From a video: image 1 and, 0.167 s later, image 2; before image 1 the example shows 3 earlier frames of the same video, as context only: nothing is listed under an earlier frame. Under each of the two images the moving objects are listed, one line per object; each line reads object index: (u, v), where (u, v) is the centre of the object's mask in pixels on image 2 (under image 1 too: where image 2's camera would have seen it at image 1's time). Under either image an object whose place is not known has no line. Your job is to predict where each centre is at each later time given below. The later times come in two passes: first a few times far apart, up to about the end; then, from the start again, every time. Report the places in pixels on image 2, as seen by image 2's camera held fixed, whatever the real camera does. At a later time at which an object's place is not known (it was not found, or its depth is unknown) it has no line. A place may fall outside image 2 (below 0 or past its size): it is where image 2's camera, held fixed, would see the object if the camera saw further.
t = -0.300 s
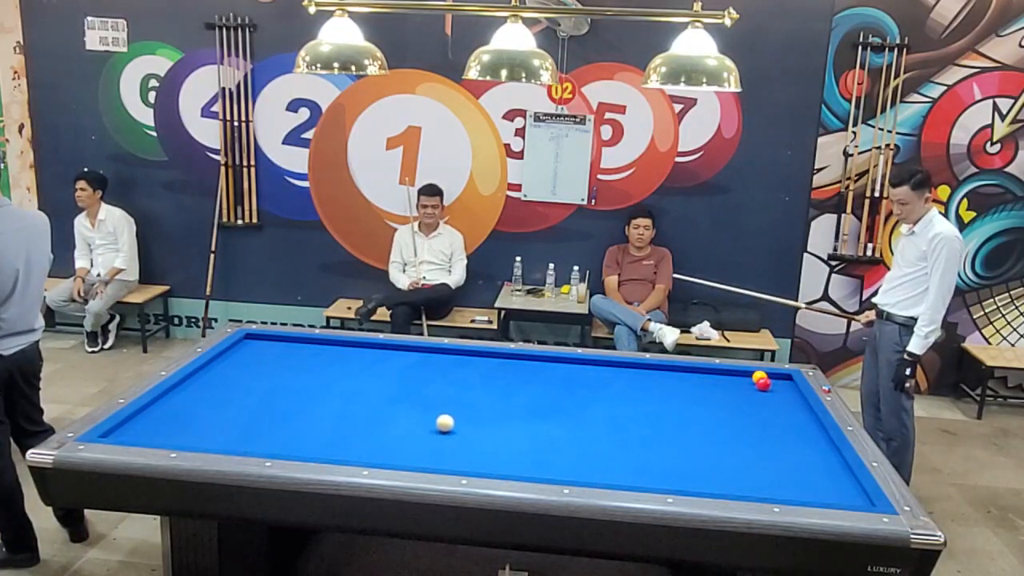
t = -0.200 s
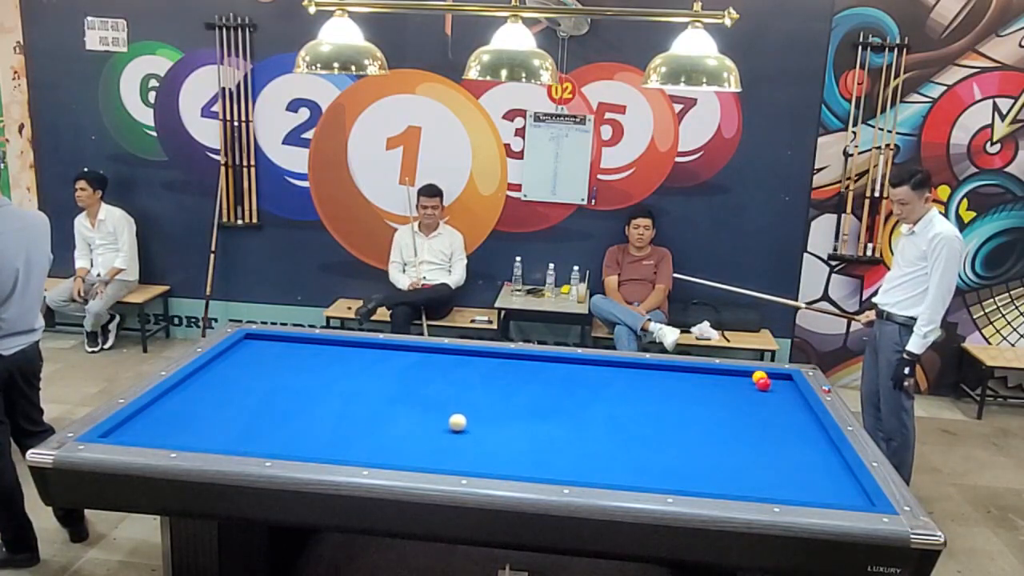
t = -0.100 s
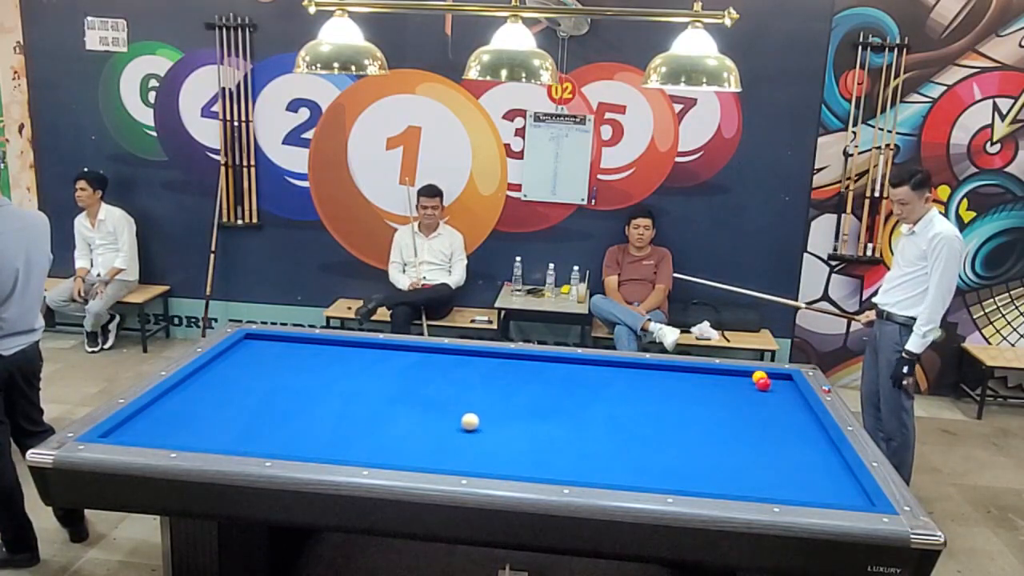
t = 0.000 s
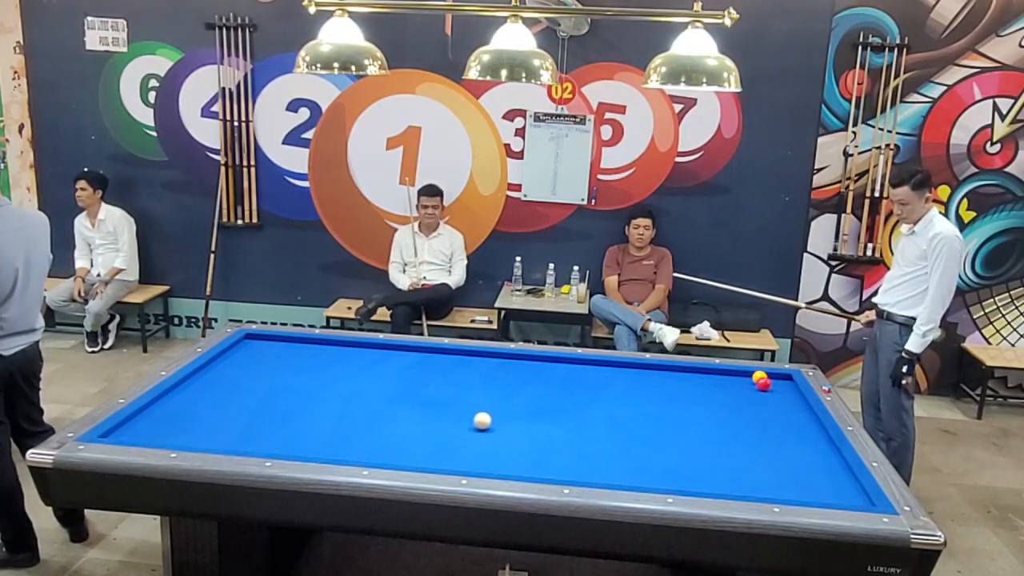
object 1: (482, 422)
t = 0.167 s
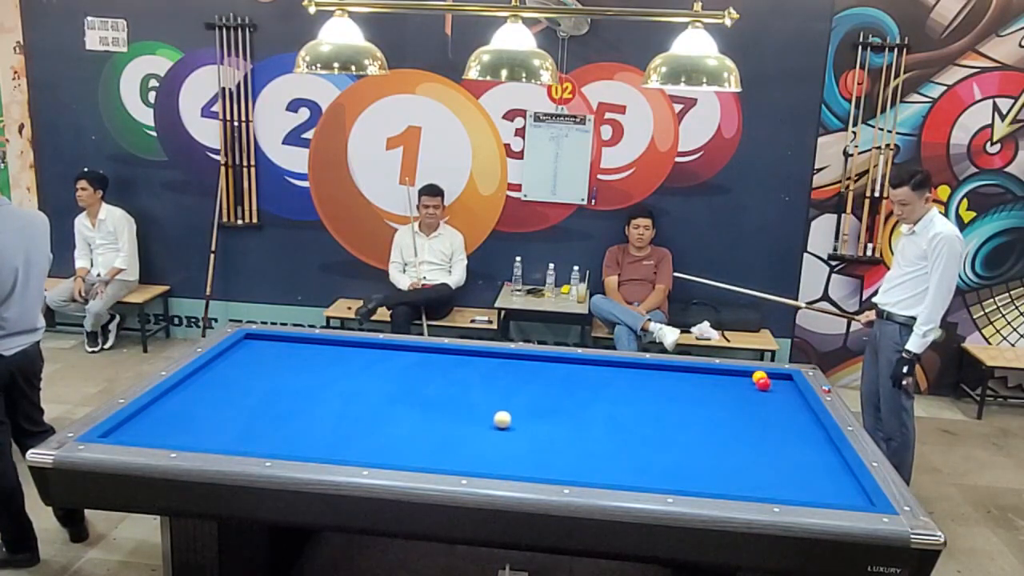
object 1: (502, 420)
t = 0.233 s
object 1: (510, 419)
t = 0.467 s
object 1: (536, 418)
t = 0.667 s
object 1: (558, 416)
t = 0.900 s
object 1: (582, 415)
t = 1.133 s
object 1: (605, 413)
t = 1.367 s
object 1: (628, 411)
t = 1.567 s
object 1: (645, 410)
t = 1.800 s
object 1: (666, 409)
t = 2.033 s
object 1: (685, 407)
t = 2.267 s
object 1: (703, 406)
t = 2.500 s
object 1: (720, 405)
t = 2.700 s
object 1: (734, 403)
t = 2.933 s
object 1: (750, 402)
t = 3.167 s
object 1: (764, 400)
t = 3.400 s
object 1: (778, 399)
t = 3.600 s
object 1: (789, 399)
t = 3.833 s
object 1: (795, 397)
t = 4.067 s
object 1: (787, 395)
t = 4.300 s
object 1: (778, 392)
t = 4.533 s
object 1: (771, 390)
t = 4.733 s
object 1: (766, 389)
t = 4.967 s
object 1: (761, 388)
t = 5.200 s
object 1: (757, 388)
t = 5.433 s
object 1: (753, 388)
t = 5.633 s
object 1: (751, 387)
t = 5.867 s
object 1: (749, 387)
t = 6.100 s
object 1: (747, 387)
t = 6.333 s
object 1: (746, 387)
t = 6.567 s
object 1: (746, 387)
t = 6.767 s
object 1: (746, 387)
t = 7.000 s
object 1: (746, 387)
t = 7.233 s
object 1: (746, 387)
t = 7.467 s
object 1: (746, 387)
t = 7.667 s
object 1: (746, 387)
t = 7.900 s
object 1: (746, 387)
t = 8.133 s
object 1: (746, 387)
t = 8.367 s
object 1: (746, 387)
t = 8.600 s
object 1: (746, 387)
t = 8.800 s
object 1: (746, 387)
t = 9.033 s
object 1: (746, 387)
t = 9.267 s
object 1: (746, 387)
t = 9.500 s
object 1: (746, 387)
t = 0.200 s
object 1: (506, 420)
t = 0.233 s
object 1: (510, 419)
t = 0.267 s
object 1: (514, 419)
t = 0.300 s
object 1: (517, 419)
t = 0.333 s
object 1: (521, 419)
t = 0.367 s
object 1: (525, 419)
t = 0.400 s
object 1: (529, 418)
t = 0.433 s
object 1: (532, 418)
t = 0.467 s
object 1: (536, 418)
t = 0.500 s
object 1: (540, 418)
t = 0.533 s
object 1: (543, 417)
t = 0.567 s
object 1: (547, 417)
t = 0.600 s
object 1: (551, 417)
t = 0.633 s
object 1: (554, 417)
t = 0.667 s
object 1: (558, 416)
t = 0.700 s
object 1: (562, 416)
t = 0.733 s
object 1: (565, 416)
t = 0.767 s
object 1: (568, 416)
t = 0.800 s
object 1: (572, 415)
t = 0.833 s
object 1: (575, 415)
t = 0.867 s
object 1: (579, 415)
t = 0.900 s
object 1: (582, 415)
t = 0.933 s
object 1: (586, 414)
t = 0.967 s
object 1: (589, 414)
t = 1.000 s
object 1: (592, 414)
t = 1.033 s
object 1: (596, 414)
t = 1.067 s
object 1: (599, 414)
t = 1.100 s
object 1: (602, 413)
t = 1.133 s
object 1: (605, 413)
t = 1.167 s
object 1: (609, 413)
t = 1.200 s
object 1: (612, 412)
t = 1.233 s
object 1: (615, 412)
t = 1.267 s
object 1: (618, 412)
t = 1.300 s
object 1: (621, 412)
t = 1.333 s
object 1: (624, 411)
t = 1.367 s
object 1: (628, 411)
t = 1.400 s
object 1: (631, 411)
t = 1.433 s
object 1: (634, 411)
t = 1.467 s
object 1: (637, 411)
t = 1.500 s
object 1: (640, 410)
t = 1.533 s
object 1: (643, 410)
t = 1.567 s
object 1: (645, 410)
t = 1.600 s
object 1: (649, 410)
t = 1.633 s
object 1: (652, 410)
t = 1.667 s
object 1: (655, 409)
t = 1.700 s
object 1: (657, 409)
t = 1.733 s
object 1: (660, 409)
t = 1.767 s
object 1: (663, 409)
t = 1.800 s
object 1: (666, 409)
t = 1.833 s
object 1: (669, 408)
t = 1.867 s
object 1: (671, 408)
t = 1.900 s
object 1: (674, 408)
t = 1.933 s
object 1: (677, 408)
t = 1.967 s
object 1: (680, 408)
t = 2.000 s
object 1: (682, 408)
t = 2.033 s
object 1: (685, 407)
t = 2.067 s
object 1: (688, 407)
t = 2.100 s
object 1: (690, 407)
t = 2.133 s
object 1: (693, 406)
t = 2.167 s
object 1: (695, 406)
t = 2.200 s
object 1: (698, 406)
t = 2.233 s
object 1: (701, 406)
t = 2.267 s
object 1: (703, 406)
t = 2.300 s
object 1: (706, 406)
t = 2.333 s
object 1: (708, 405)
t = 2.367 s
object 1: (711, 405)
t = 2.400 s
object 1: (713, 405)
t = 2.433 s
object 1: (715, 405)
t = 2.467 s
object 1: (718, 405)
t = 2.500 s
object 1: (720, 405)
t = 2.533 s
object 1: (723, 404)
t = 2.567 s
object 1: (725, 404)
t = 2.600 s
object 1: (727, 404)
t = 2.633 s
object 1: (730, 404)
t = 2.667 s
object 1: (732, 404)
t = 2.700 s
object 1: (734, 403)
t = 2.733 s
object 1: (736, 403)
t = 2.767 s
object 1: (739, 403)
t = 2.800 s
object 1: (741, 403)
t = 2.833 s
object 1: (743, 403)
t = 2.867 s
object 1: (745, 403)
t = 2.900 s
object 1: (747, 402)
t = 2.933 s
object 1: (750, 402)
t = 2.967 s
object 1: (752, 402)
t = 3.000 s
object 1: (754, 402)
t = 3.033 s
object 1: (756, 402)
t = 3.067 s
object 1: (758, 401)
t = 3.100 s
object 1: (760, 401)
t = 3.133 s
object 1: (762, 401)
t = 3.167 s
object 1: (764, 400)
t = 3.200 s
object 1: (766, 400)
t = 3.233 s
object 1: (768, 400)
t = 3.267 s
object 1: (770, 400)
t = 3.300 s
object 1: (772, 400)
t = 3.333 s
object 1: (774, 400)
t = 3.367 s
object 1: (776, 400)
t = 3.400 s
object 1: (778, 399)
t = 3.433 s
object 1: (780, 399)
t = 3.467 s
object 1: (782, 399)
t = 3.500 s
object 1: (784, 399)
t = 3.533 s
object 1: (786, 399)
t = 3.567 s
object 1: (788, 399)
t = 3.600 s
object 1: (789, 399)
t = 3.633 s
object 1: (791, 399)
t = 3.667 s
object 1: (793, 398)
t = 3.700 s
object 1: (795, 398)
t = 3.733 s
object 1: (796, 398)
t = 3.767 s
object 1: (798, 398)
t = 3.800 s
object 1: (797, 398)
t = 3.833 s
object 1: (795, 397)
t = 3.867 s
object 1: (794, 397)
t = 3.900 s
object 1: (793, 396)
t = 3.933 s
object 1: (792, 396)
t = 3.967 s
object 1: (790, 395)
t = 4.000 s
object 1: (789, 395)
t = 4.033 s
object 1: (788, 395)
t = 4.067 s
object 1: (787, 395)
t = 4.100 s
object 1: (785, 394)
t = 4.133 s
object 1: (784, 394)
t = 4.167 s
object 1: (783, 393)
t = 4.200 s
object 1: (782, 393)
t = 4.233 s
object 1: (780, 393)
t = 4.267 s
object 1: (779, 392)
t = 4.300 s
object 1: (778, 392)
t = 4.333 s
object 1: (777, 392)
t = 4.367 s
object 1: (776, 391)
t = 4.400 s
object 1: (775, 391)
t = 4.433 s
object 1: (774, 391)
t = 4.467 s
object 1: (773, 391)
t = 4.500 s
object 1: (772, 390)
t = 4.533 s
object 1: (771, 390)
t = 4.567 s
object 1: (770, 389)
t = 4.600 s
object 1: (769, 389)
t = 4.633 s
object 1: (768, 389)
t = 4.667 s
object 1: (767, 389)
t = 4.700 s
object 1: (766, 389)
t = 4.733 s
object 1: (766, 389)
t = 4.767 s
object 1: (765, 388)
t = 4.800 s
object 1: (764, 388)
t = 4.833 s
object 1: (764, 388)
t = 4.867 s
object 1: (763, 388)
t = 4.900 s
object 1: (762, 388)
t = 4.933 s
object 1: (762, 388)
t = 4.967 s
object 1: (761, 388)
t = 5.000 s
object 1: (760, 388)
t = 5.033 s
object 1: (760, 388)
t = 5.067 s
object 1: (760, 388)
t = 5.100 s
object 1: (759, 387)
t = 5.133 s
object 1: (758, 388)
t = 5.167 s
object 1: (758, 387)
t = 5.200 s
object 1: (757, 388)
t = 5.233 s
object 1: (757, 387)
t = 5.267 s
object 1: (756, 387)
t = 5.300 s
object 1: (755, 388)
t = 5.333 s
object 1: (755, 388)
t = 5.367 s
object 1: (754, 388)
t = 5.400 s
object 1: (754, 387)
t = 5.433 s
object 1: (753, 388)
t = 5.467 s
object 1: (753, 388)
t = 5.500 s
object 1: (752, 388)
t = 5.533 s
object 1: (752, 387)
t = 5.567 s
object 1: (751, 387)
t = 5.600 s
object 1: (751, 387)
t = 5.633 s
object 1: (751, 387)
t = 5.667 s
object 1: (750, 387)
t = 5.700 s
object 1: (750, 387)
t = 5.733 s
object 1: (750, 387)
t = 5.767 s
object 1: (749, 387)
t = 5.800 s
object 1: (749, 387)
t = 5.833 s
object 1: (749, 387)
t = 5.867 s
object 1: (749, 387)
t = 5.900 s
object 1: (748, 387)
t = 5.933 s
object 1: (748, 387)
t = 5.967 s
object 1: (748, 387)
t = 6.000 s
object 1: (748, 387)
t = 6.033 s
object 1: (747, 387)
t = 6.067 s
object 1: (747, 387)
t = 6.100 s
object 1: (747, 387)
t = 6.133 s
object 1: (747, 387)
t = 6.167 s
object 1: (747, 387)
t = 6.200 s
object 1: (746, 387)
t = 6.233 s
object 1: (746, 387)
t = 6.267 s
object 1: (746, 387)
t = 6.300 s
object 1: (746, 387)
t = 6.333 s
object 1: (746, 387)
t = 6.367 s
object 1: (746, 387)
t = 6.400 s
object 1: (746, 387)
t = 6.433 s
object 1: (746, 387)
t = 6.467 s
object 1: (746, 387)
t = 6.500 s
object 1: (746, 387)
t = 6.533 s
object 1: (746, 387)
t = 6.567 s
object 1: (746, 387)
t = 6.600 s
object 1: (746, 387)
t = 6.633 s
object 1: (746, 387)
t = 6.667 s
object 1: (746, 387)
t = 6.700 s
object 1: (746, 387)
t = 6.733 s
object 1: (746, 387)
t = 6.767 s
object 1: (746, 387)
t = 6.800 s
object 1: (746, 387)
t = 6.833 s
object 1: (746, 387)
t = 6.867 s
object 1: (746, 387)
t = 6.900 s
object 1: (746, 387)
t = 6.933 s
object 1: (746, 387)
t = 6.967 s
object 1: (746, 387)
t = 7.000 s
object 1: (746, 387)
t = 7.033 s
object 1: (746, 387)
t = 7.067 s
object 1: (746, 387)
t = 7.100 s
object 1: (746, 387)
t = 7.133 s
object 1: (746, 387)
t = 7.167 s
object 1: (746, 387)
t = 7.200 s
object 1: (746, 387)
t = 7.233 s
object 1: (746, 387)
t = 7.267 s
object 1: (746, 387)
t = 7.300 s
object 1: (746, 387)
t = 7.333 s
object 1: (746, 387)
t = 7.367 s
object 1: (746, 387)
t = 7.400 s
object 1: (746, 387)
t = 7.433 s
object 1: (746, 387)
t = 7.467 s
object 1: (746, 387)
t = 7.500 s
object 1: (746, 387)
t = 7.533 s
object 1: (746, 387)
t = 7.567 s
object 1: (746, 387)
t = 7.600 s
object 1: (746, 387)
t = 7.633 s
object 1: (746, 387)
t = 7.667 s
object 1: (746, 387)
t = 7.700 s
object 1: (746, 387)
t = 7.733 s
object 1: (746, 387)
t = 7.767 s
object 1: (746, 387)
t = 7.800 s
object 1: (746, 387)
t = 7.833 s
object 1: (746, 387)
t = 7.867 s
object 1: (746, 387)
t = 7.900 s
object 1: (746, 387)
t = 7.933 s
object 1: (746, 387)
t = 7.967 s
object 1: (746, 387)
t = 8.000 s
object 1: (746, 387)
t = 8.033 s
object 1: (746, 387)
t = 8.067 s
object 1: (746, 387)
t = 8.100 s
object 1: (746, 387)
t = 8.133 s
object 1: (746, 387)
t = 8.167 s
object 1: (746, 387)
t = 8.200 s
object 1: (746, 387)
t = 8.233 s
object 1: (746, 387)
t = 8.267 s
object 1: (746, 387)
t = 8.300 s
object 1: (746, 387)
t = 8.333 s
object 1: (746, 387)
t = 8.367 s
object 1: (746, 387)
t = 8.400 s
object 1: (746, 387)
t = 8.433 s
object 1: (746, 387)
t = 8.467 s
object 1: (746, 387)
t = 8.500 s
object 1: (746, 387)
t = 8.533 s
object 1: (746, 387)
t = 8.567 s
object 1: (746, 387)
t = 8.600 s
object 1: (746, 387)
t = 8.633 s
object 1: (746, 387)
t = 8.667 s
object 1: (746, 387)
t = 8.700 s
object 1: (746, 387)
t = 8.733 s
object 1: (746, 387)
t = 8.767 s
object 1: (746, 387)
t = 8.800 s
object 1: (746, 387)
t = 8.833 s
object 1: (746, 387)
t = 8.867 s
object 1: (746, 387)
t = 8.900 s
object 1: (746, 387)
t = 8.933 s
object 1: (746, 387)
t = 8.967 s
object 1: (746, 387)
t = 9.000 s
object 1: (746, 387)
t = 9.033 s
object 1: (746, 387)
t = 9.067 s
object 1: (746, 387)
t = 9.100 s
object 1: (746, 387)
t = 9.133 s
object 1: (746, 387)
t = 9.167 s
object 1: (746, 387)
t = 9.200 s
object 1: (746, 387)
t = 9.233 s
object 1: (746, 387)
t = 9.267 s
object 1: (746, 387)
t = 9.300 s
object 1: (746, 387)
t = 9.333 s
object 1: (746, 387)
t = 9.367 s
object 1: (746, 387)
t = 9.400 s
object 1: (746, 387)
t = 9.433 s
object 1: (746, 387)
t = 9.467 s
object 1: (746, 387)
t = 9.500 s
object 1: (746, 387)
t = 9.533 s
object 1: (746, 387)
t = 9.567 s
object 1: (746, 387)
